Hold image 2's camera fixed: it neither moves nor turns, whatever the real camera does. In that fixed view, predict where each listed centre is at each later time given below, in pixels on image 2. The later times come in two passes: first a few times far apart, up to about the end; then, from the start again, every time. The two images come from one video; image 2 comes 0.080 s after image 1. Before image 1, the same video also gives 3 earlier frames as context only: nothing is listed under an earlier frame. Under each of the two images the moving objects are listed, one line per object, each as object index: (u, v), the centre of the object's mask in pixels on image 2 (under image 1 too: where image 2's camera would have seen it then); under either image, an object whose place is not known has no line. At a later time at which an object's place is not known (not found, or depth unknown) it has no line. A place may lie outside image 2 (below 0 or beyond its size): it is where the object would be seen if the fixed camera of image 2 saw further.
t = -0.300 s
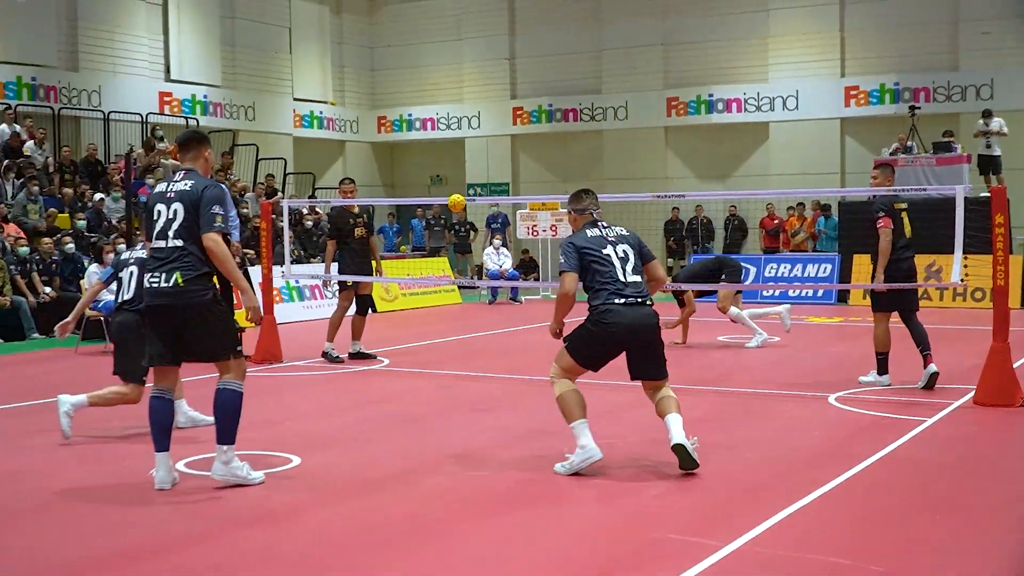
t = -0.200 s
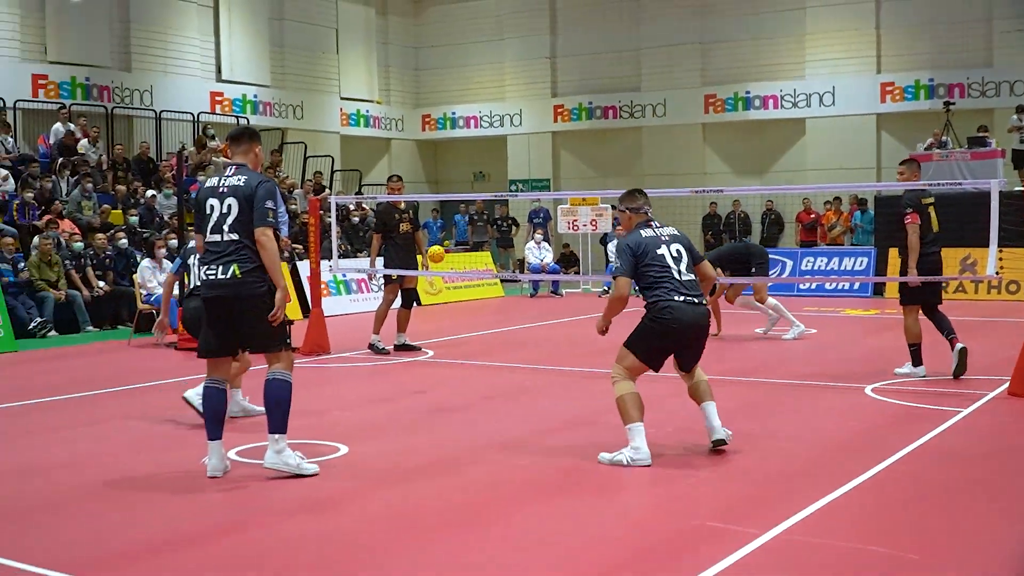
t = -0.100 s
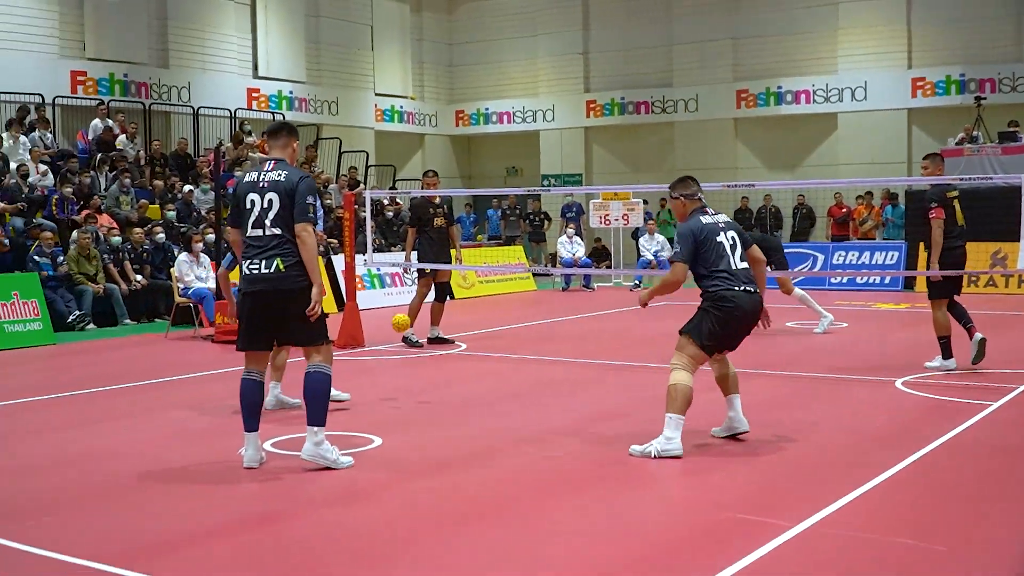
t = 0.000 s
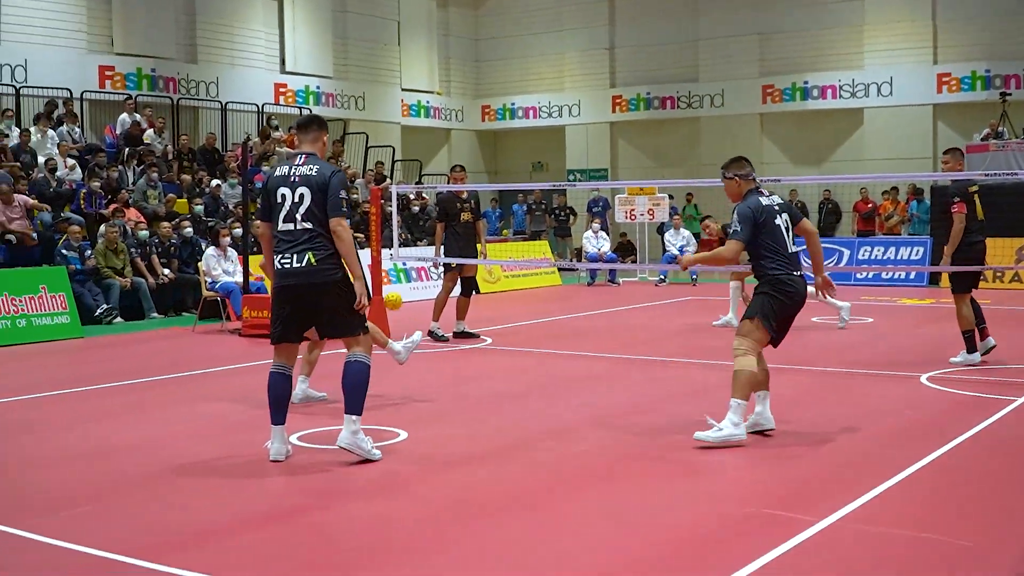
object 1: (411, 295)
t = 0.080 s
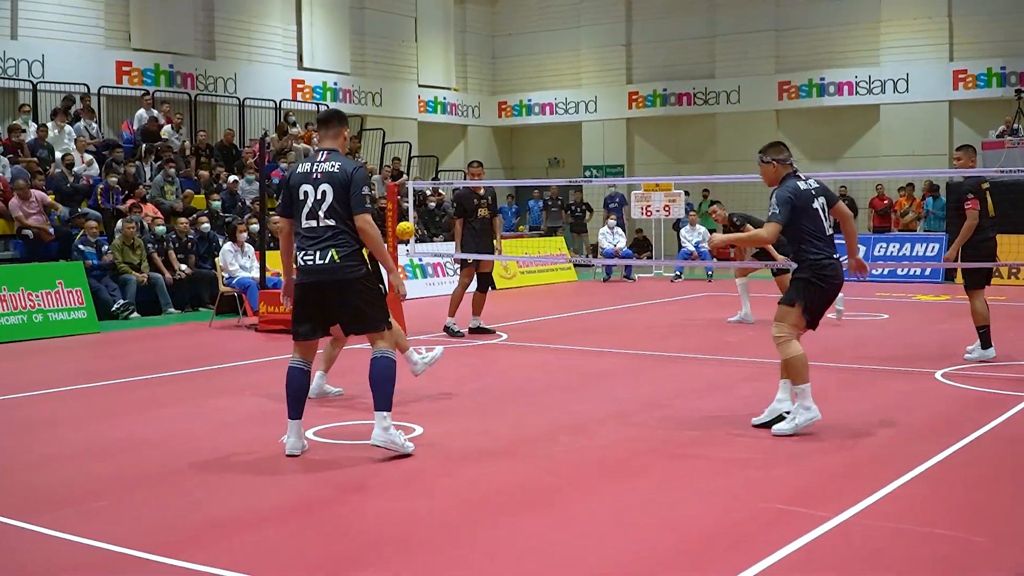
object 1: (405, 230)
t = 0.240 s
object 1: (397, 130)
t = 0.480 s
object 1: (387, 51)
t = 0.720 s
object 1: (378, 49)
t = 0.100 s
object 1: (403, 216)
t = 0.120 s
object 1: (403, 202)
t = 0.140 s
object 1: (402, 189)
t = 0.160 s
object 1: (400, 176)
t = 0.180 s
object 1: (400, 164)
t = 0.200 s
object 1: (399, 152)
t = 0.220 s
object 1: (398, 141)
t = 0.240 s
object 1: (397, 130)
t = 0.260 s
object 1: (396, 120)
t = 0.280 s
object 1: (396, 111)
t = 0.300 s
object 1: (395, 103)
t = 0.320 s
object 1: (394, 95)
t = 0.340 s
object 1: (393, 87)
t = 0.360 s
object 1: (392, 81)
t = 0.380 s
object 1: (391, 74)
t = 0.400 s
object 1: (390, 68)
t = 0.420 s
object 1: (389, 63)
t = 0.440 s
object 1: (388, 59)
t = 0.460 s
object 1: (387, 55)
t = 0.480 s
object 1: (387, 51)
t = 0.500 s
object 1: (386, 48)
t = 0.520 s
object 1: (385, 46)
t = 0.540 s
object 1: (384, 44)
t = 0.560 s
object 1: (384, 42)
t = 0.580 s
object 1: (383, 42)
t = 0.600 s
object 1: (382, 41)
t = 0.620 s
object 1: (381, 41)
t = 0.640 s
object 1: (380, 42)
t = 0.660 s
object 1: (380, 43)
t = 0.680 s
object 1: (379, 44)
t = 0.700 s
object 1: (379, 47)
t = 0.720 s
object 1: (378, 49)
